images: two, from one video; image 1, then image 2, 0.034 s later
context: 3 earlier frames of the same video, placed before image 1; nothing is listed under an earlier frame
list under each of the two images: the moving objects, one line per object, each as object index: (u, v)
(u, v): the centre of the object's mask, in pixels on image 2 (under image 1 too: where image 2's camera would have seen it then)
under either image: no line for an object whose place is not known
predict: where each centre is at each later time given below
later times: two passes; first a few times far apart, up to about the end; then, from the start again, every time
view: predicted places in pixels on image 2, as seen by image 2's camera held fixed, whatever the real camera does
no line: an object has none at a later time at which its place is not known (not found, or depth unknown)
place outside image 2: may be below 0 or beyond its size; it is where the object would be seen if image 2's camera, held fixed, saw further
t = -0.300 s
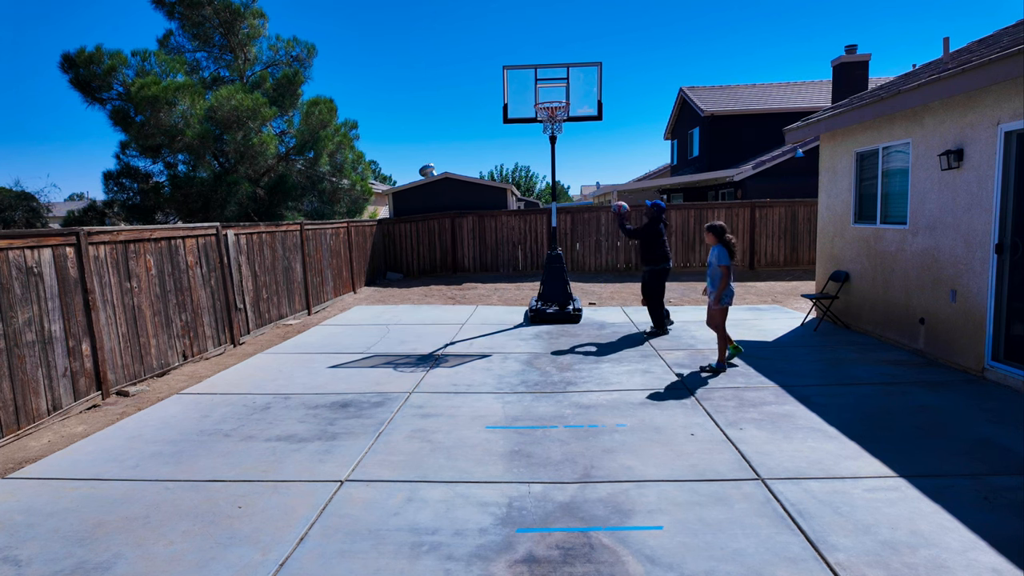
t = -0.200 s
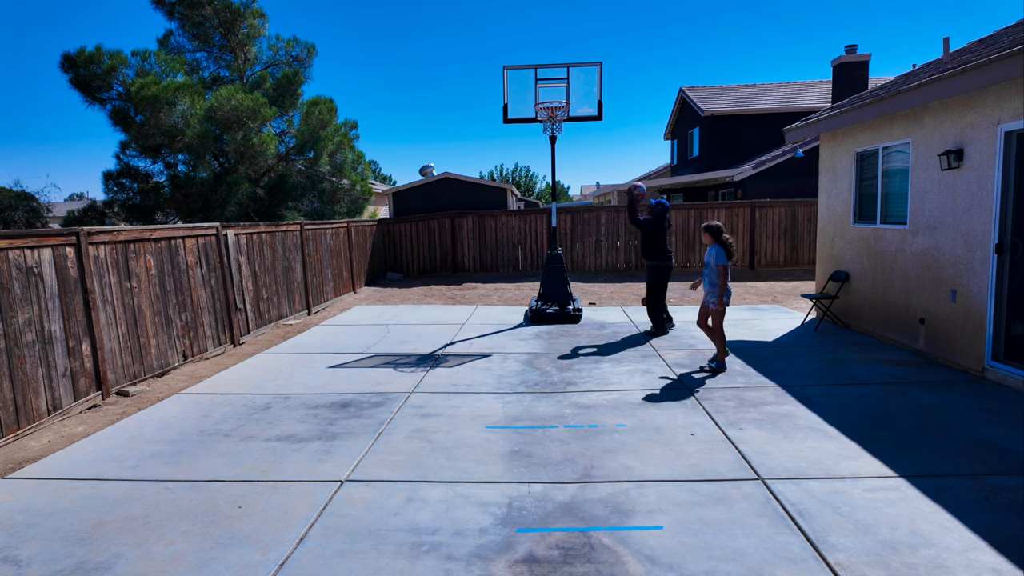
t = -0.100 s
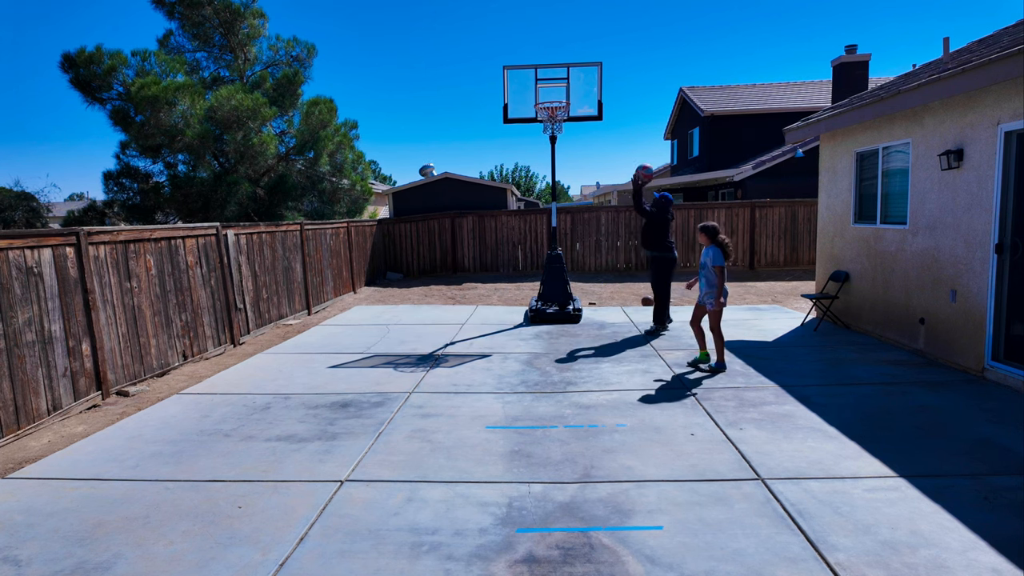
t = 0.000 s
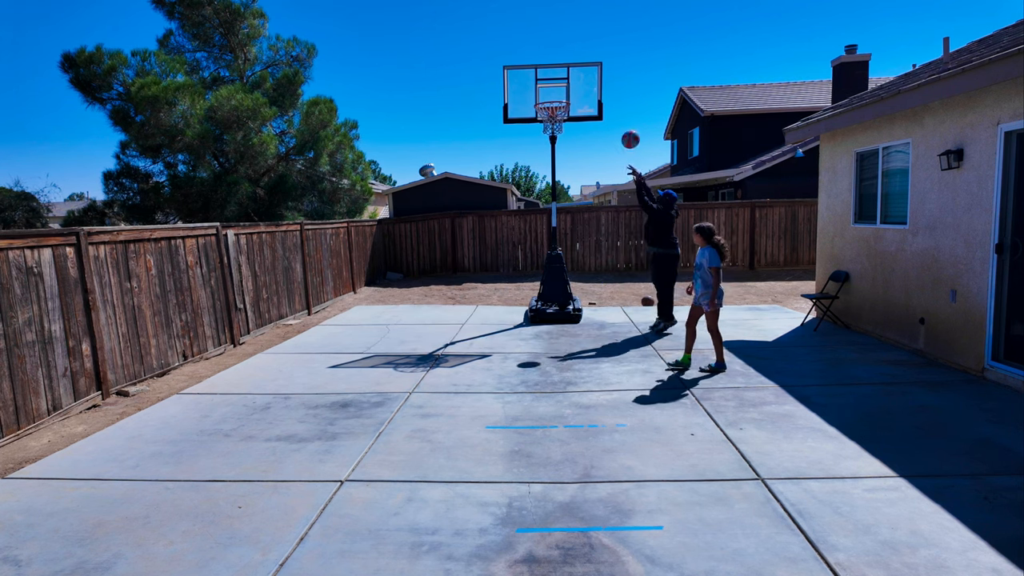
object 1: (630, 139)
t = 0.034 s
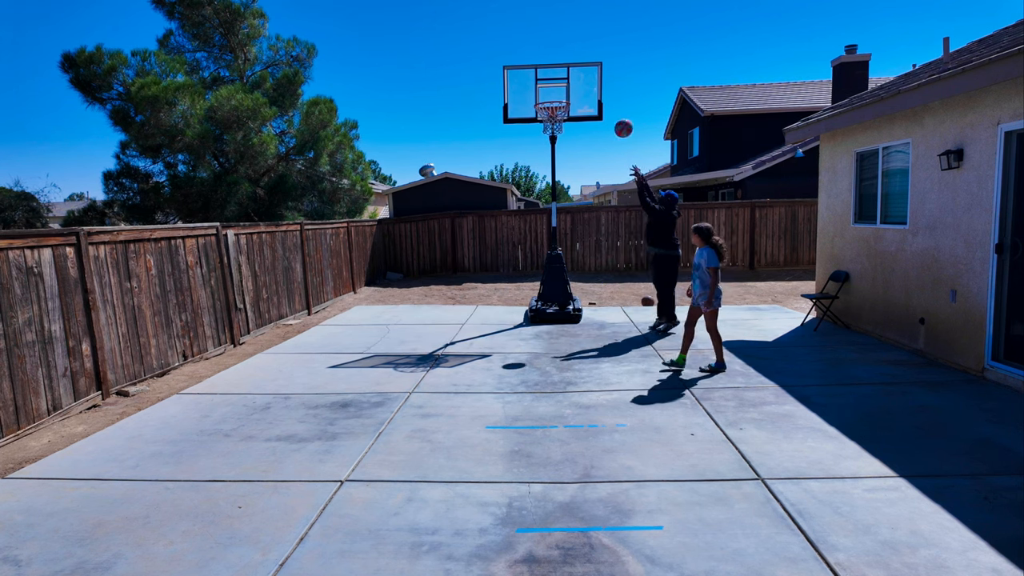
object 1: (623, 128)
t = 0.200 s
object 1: (590, 87)
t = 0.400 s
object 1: (554, 67)
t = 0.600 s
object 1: (535, 79)
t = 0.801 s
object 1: (516, 122)
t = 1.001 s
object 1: (498, 196)
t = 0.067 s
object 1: (616, 118)
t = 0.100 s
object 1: (610, 109)
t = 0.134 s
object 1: (603, 101)
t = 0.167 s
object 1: (596, 93)
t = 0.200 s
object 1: (590, 87)
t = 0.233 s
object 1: (583, 82)
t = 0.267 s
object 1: (577, 77)
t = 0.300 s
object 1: (570, 73)
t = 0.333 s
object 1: (564, 70)
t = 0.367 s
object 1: (558, 68)
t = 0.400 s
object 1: (554, 67)
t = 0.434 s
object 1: (551, 67)
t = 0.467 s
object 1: (548, 68)
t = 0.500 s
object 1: (545, 69)
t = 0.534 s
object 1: (541, 72)
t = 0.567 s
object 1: (538, 75)
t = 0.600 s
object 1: (535, 79)
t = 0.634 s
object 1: (531, 84)
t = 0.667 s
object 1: (528, 90)
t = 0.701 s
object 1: (525, 97)
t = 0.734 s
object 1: (522, 104)
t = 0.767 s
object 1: (519, 113)
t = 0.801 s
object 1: (516, 122)
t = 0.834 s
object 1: (513, 132)
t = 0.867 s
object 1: (510, 143)
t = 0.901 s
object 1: (507, 155)
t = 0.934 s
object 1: (504, 168)
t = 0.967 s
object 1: (501, 182)
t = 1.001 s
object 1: (498, 196)
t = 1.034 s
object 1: (495, 211)
